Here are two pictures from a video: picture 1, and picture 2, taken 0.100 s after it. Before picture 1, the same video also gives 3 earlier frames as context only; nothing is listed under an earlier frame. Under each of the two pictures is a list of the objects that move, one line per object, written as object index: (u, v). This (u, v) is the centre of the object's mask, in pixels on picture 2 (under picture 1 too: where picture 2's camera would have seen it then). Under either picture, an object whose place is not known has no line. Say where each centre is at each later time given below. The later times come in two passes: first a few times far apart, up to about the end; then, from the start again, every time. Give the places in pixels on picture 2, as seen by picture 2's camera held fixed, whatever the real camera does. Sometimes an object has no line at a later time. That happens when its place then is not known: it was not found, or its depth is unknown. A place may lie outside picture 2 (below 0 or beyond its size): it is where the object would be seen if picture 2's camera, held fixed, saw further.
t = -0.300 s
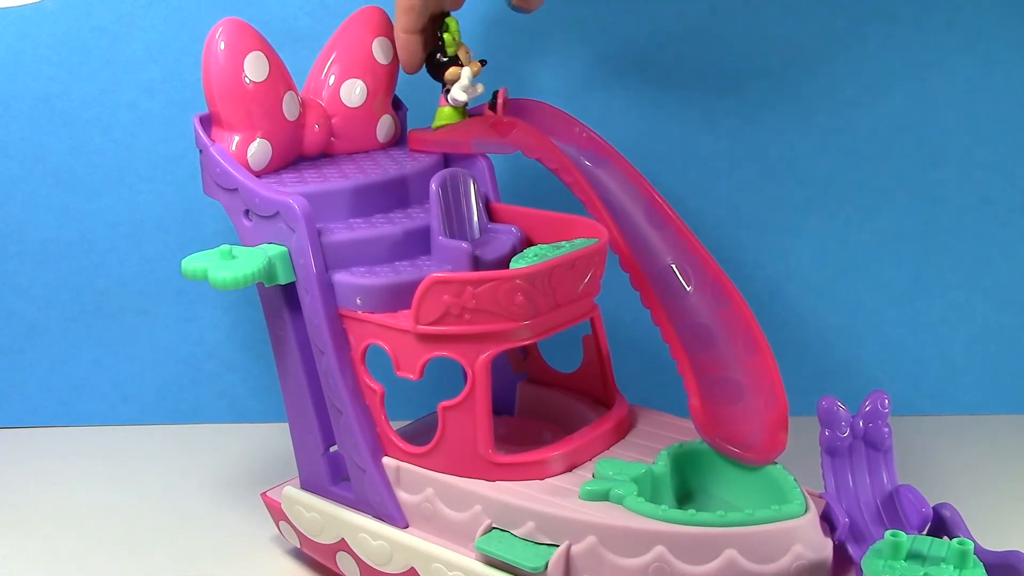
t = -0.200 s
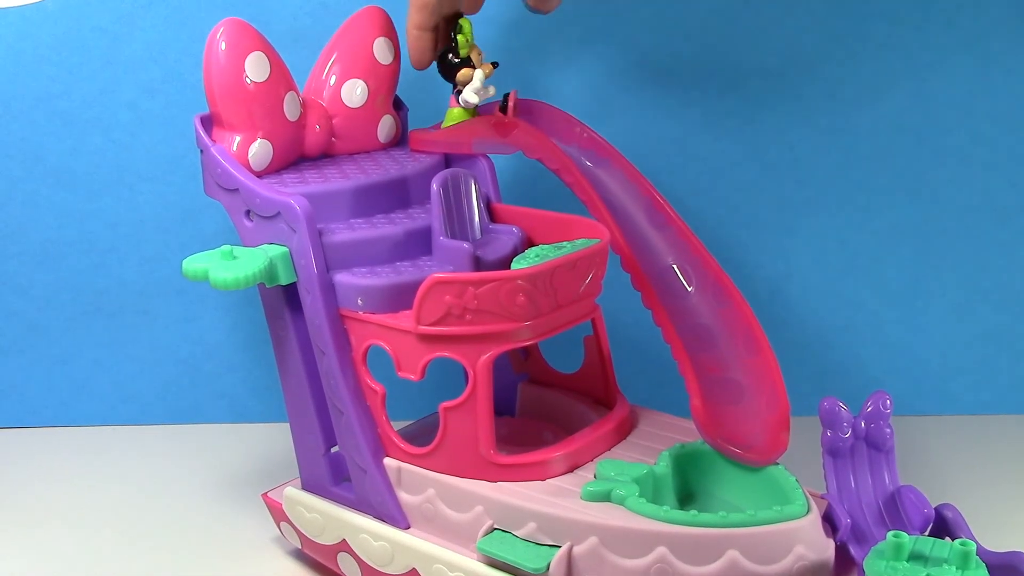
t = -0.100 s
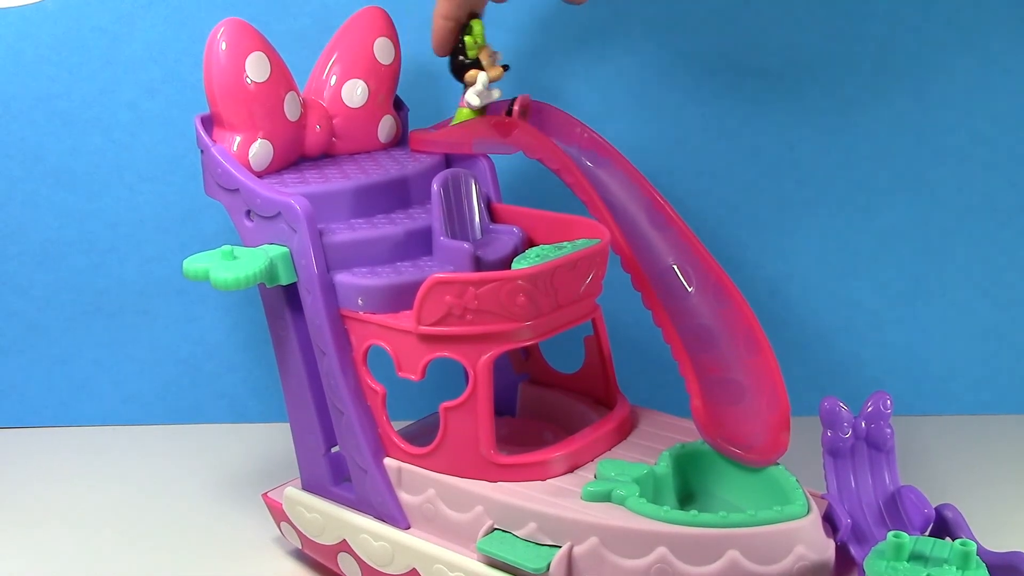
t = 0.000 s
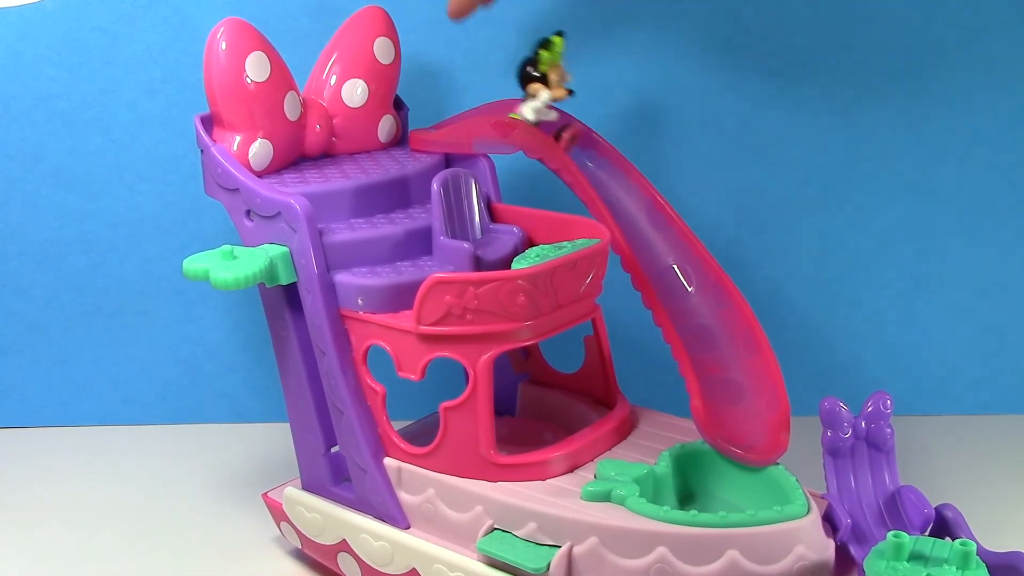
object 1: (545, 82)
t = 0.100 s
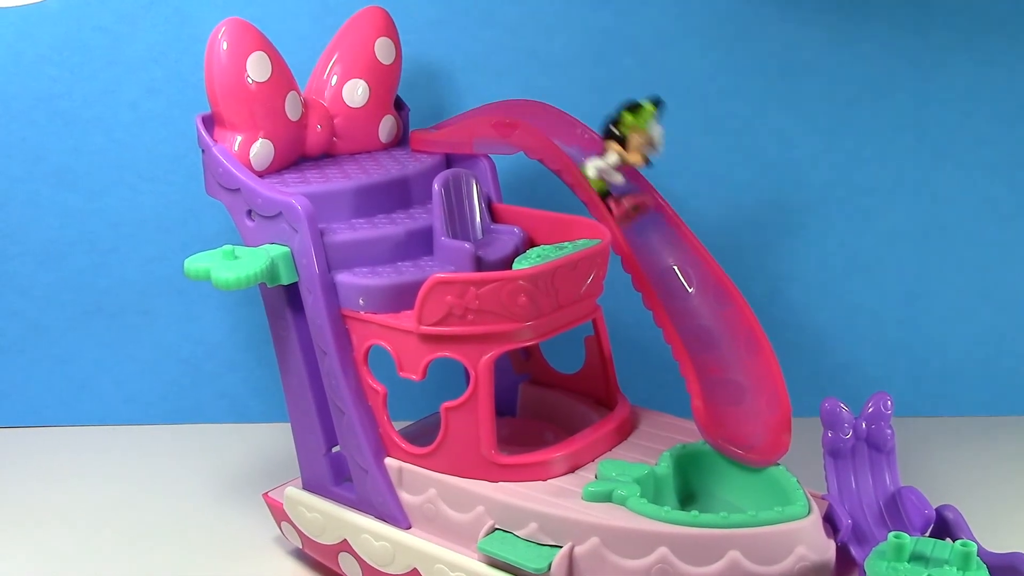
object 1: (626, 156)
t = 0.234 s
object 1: (730, 315)
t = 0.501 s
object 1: (731, 476)
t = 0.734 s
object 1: (725, 477)
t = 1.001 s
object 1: (725, 477)
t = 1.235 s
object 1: (725, 477)
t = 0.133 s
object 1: (655, 191)
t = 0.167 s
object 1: (685, 231)
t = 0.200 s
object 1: (709, 273)
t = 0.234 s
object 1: (730, 315)
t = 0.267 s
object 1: (742, 360)
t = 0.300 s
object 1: (741, 397)
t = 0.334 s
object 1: (737, 434)
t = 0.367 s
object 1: (729, 469)
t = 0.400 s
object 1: (716, 455)
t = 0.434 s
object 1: (717, 463)
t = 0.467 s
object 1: (723, 472)
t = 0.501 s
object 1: (731, 476)
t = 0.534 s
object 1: (729, 477)
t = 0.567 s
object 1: (727, 477)
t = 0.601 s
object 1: (725, 477)
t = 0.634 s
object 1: (725, 477)
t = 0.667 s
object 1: (725, 477)
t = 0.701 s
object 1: (725, 477)
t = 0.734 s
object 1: (725, 477)
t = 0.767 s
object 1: (725, 477)
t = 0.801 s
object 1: (725, 477)
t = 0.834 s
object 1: (725, 477)
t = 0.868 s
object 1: (725, 477)
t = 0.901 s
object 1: (725, 477)
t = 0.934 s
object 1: (725, 477)
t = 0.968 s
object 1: (725, 477)
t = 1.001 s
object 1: (725, 477)
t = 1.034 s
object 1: (725, 477)
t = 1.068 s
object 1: (725, 477)
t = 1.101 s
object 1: (725, 477)
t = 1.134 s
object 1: (725, 477)
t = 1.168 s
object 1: (725, 477)
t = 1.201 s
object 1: (725, 477)
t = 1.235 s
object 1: (725, 477)
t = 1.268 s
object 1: (725, 477)
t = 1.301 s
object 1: (725, 477)
